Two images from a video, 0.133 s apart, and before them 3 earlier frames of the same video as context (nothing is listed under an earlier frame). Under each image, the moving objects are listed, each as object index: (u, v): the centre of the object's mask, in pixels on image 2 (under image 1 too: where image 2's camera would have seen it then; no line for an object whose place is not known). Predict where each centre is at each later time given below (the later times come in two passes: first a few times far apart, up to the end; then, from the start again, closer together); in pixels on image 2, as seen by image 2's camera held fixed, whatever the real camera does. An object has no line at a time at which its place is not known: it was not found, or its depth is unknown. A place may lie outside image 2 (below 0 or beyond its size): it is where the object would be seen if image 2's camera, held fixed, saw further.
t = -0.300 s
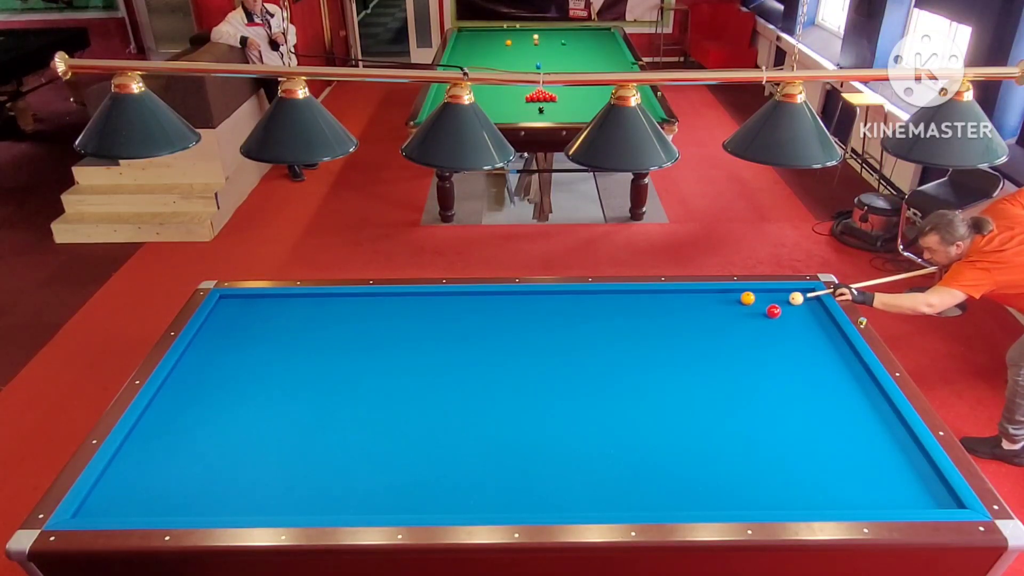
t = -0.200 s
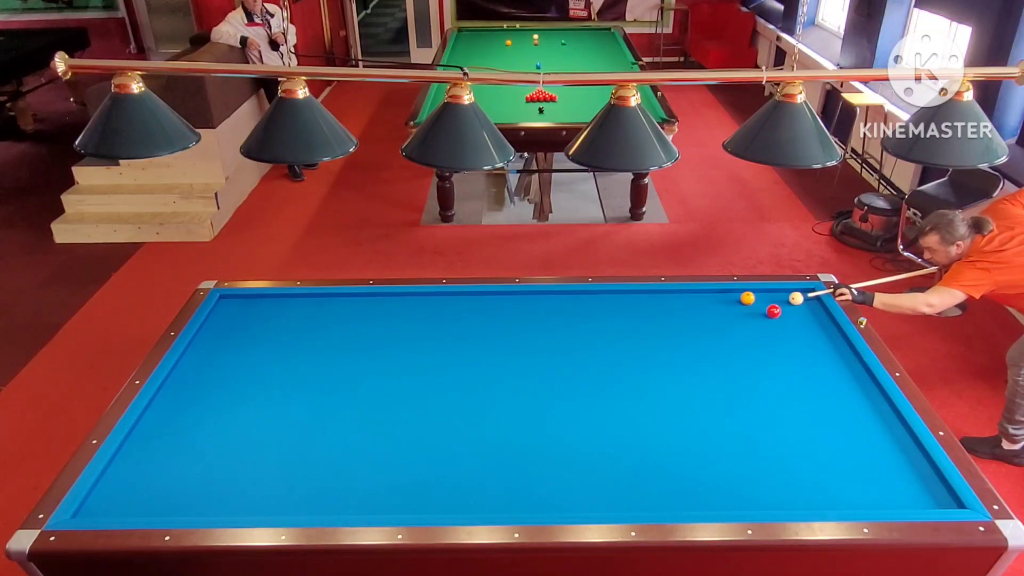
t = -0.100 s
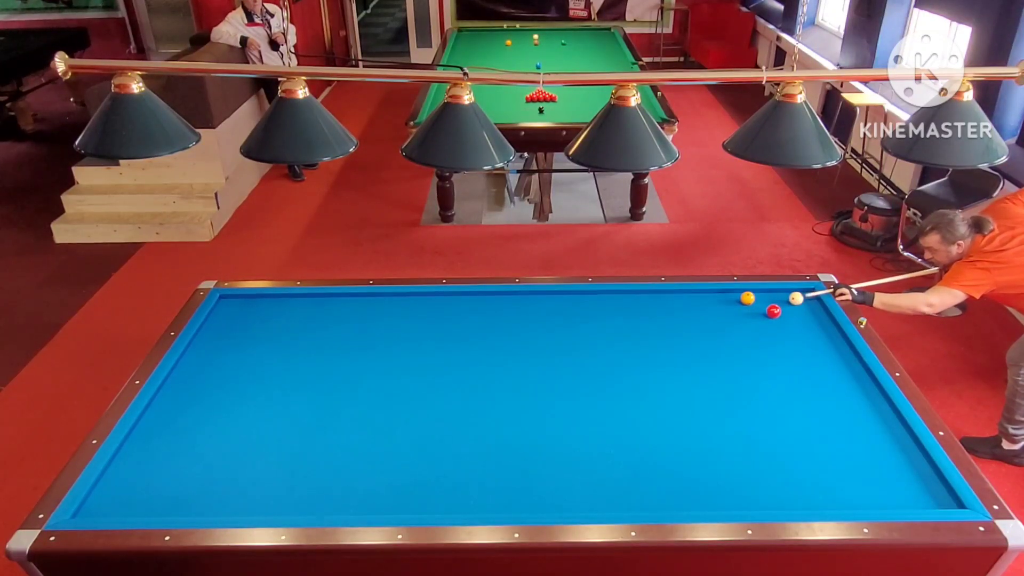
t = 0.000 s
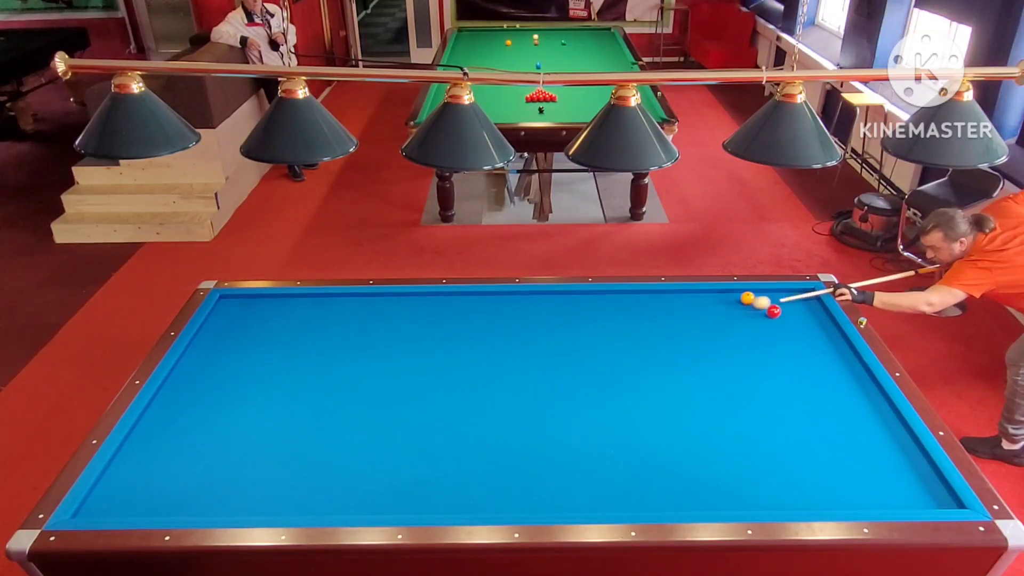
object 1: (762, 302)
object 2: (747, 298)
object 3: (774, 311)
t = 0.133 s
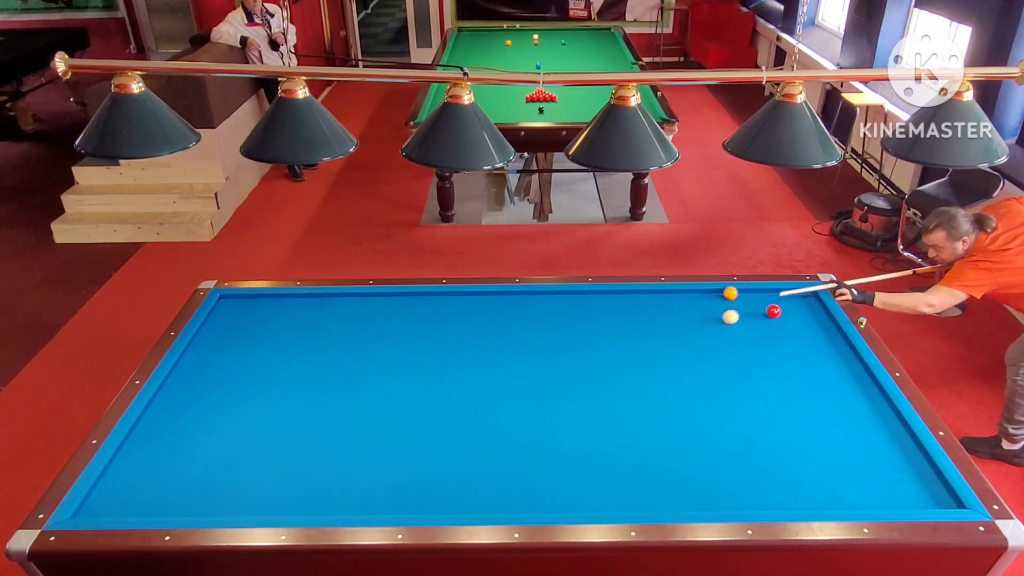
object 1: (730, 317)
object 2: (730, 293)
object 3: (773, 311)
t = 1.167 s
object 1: (408, 453)
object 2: (673, 326)
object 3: (773, 311)
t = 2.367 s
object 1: (175, 439)
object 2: (605, 363)
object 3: (773, 311)
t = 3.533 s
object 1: (358, 379)
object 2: (543, 399)
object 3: (773, 311)
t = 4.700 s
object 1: (494, 334)
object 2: (485, 432)
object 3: (773, 311)
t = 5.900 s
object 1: (602, 301)
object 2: (434, 460)
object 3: (773, 311)
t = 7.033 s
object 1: (681, 302)
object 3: (773, 311)
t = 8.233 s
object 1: (753, 312)
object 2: (379, 487)
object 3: (773, 311)
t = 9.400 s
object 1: (789, 326)
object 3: (790, 308)
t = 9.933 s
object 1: (801, 332)
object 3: (795, 306)
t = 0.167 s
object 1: (722, 320)
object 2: (728, 295)
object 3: (773, 311)
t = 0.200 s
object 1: (714, 324)
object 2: (726, 296)
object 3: (773, 311)
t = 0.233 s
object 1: (706, 327)
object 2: (725, 297)
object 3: (773, 311)
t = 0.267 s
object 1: (697, 331)
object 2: (723, 298)
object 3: (773, 311)
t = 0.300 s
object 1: (688, 335)
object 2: (721, 299)
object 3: (773, 311)
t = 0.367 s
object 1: (670, 342)
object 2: (717, 301)
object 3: (773, 311)
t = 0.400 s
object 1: (661, 346)
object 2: (715, 302)
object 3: (773, 311)
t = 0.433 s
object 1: (652, 350)
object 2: (714, 303)
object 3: (773, 311)
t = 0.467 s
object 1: (642, 354)
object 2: (712, 304)
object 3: (773, 311)
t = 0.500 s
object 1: (633, 358)
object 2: (710, 305)
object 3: (773, 311)
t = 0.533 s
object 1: (623, 362)
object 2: (708, 306)
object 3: (773, 311)
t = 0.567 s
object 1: (614, 367)
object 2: (706, 307)
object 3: (773, 311)
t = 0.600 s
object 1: (604, 371)
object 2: (704, 308)
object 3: (773, 311)
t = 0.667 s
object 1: (583, 379)
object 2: (701, 310)
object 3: (773, 311)
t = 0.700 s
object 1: (573, 384)
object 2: (699, 311)
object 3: (773, 311)
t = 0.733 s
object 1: (562, 388)
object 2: (697, 312)
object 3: (773, 311)
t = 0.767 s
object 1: (551, 393)
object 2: (695, 313)
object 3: (773, 311)
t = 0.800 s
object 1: (541, 397)
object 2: (693, 314)
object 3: (773, 311)
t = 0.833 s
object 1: (529, 402)
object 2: (691, 315)
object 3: (773, 311)
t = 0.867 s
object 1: (518, 407)
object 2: (689, 316)
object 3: (773, 311)
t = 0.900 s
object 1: (506, 412)
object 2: (688, 317)
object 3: (773, 311)
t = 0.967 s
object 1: (483, 422)
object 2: (684, 320)
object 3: (773, 311)
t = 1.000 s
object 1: (471, 427)
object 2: (682, 320)
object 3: (773, 311)
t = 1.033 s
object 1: (459, 432)
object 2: (680, 321)
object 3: (773, 311)
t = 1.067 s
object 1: (447, 437)
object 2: (678, 322)
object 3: (773, 311)
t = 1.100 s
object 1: (434, 443)
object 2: (676, 324)
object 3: (773, 311)
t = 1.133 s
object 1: (421, 448)
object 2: (674, 325)
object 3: (773, 311)
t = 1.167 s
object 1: (408, 453)
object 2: (673, 326)
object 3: (773, 311)
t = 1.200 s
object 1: (395, 459)
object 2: (671, 327)
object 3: (773, 311)
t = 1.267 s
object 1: (368, 470)
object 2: (667, 329)
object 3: (773, 311)
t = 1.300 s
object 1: (354, 476)
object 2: (665, 330)
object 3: (773, 311)
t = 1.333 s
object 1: (340, 482)
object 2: (663, 331)
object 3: (773, 311)
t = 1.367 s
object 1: (325, 488)
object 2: (661, 332)
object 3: (773, 311)
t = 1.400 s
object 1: (311, 494)
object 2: (660, 333)
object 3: (773, 311)
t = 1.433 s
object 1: (296, 501)
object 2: (658, 334)
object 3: (773, 311)
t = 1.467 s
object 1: (280, 507)
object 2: (656, 335)
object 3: (773, 311)
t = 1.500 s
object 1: (267, 508)
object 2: (654, 336)
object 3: (773, 311)
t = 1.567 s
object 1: (251, 500)
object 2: (650, 338)
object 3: (773, 311)
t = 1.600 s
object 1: (243, 496)
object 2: (648, 339)
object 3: (773, 311)
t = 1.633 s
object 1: (235, 493)
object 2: (646, 340)
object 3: (773, 311)
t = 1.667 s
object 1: (226, 489)
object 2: (645, 342)
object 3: (773, 311)
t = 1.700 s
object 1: (218, 486)
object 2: (643, 343)
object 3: (773, 311)
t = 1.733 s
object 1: (209, 484)
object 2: (641, 344)
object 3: (773, 311)
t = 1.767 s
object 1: (201, 481)
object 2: (639, 345)
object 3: (773, 311)
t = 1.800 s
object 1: (193, 478)
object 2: (637, 346)
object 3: (773, 311)
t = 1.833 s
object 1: (184, 476)
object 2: (635, 347)
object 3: (773, 311)
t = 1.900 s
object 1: (168, 471)
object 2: (632, 349)
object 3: (773, 311)
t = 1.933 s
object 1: (160, 468)
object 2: (630, 350)
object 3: (773, 311)
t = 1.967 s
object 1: (152, 466)
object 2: (628, 351)
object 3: (773, 311)
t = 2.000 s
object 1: (144, 463)
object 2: (626, 352)
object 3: (773, 311)
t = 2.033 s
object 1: (137, 461)
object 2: (624, 353)
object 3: (773, 311)
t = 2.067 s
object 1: (129, 458)
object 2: (622, 354)
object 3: (773, 311)
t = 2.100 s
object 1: (121, 456)
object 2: (620, 355)
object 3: (773, 311)
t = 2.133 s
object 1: (125, 454)
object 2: (619, 356)
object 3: (774, 311)
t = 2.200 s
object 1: (142, 449)
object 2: (615, 358)
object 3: (773, 311)
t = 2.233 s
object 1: (150, 447)
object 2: (613, 359)
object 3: (773, 311)
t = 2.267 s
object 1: (157, 445)
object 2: (611, 360)
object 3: (774, 311)
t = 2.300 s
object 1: (163, 443)
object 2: (609, 361)
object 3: (773, 311)
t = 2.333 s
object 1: (169, 441)
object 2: (607, 362)
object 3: (773, 311)
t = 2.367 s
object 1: (175, 439)
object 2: (605, 363)
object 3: (773, 311)
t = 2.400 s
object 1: (182, 437)
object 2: (604, 364)
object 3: (773, 311)
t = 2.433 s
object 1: (188, 435)
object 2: (602, 365)
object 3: (773, 311)
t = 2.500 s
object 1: (200, 431)
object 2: (598, 367)
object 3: (774, 311)
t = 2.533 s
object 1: (205, 429)
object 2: (596, 368)
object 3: (774, 311)
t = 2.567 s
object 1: (211, 427)
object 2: (594, 370)
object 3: (774, 311)
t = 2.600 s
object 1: (217, 425)
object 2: (593, 371)
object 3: (774, 311)
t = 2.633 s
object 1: (222, 423)
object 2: (591, 372)
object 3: (773, 311)
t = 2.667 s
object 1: (228, 421)
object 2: (589, 373)
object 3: (773, 311)
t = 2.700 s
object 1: (233, 420)
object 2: (587, 374)
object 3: (774, 311)
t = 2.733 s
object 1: (239, 418)
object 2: (585, 375)
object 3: (774, 311)
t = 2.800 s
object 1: (250, 414)
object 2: (582, 377)
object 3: (774, 311)
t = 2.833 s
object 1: (255, 412)
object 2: (580, 378)
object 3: (774, 311)
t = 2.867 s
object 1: (260, 411)
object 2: (578, 379)
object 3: (774, 311)
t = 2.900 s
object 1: (266, 409)
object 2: (576, 380)
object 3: (774, 311)
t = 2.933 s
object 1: (271, 407)
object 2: (575, 381)
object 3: (774, 311)
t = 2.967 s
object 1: (276, 405)
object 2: (573, 382)
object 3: (773, 311)
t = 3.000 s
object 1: (281, 404)
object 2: (571, 383)
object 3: (773, 311)
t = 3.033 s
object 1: (286, 402)
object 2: (569, 384)
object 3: (773, 311)
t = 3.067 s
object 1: (292, 401)
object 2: (567, 385)
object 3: (774, 311)
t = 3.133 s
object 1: (302, 397)
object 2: (564, 387)
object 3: (773, 311)
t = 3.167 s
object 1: (306, 396)
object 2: (562, 388)
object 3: (773, 311)
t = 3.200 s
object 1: (311, 394)
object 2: (560, 389)
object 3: (773, 311)
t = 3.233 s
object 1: (316, 393)
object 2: (558, 390)
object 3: (773, 311)
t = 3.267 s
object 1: (321, 391)
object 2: (557, 391)
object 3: (773, 311)
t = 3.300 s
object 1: (326, 389)
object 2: (555, 392)
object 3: (773, 311)
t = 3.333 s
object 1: (330, 388)
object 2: (553, 393)
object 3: (773, 311)
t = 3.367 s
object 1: (335, 386)
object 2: (551, 394)
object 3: (773, 311)
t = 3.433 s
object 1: (344, 383)
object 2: (548, 396)
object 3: (773, 311)
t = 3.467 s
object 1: (349, 382)
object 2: (546, 397)
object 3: (773, 311)
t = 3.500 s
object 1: (353, 380)
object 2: (544, 398)
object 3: (773, 311)
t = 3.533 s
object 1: (358, 379)
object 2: (543, 399)
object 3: (773, 311)
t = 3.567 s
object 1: (362, 377)
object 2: (541, 400)
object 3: (773, 311)
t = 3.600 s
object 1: (367, 376)
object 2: (539, 401)
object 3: (773, 311)
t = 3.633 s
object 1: (371, 374)
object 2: (537, 402)
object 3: (773, 311)
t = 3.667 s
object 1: (375, 373)
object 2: (536, 403)
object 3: (773, 311)
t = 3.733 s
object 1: (384, 370)
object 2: (532, 405)
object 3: (773, 311)
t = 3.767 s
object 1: (388, 369)
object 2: (531, 406)
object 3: (773, 311)
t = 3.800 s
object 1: (392, 367)
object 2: (529, 407)
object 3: (773, 311)
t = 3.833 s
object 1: (396, 366)
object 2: (527, 408)
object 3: (773, 311)
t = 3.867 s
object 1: (401, 365)
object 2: (525, 409)
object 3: (773, 311)
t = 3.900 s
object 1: (404, 363)
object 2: (524, 410)
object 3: (773, 311)
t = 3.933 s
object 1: (409, 362)
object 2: (522, 411)
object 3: (773, 311)
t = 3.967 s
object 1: (413, 360)
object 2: (520, 412)
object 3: (773, 311)
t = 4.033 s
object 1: (421, 358)
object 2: (517, 414)
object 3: (773, 311)
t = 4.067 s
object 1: (424, 357)
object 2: (515, 415)
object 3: (773, 311)
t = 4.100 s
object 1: (428, 355)
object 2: (513, 416)
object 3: (773, 311)
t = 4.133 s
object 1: (432, 354)
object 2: (512, 417)
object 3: (773, 311)
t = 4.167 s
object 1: (436, 353)
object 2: (510, 418)
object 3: (773, 311)
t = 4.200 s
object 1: (440, 352)
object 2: (508, 419)
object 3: (773, 311)
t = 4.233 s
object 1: (444, 350)
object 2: (507, 420)
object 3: (773, 311)
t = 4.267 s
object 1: (447, 349)
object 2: (505, 421)
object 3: (773, 311)
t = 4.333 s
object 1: (455, 347)
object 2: (502, 423)
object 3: (773, 311)
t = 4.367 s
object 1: (459, 346)
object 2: (500, 423)
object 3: (773, 311)
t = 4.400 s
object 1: (462, 344)
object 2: (499, 424)
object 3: (773, 311)
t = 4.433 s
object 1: (466, 343)
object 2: (497, 425)
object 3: (773, 311)
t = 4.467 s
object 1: (469, 342)
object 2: (495, 426)
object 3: (773, 311)
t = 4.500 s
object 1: (473, 341)
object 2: (494, 427)
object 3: (773, 311)
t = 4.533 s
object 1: (477, 340)
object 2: (492, 428)
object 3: (773, 311)
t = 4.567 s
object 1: (480, 339)
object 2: (491, 429)
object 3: (773, 311)
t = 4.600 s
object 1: (484, 337)
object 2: (489, 429)
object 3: (773, 311)
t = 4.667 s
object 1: (490, 335)
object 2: (486, 431)
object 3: (773, 311)
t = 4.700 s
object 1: (494, 334)
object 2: (485, 432)
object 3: (773, 311)
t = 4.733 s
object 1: (497, 333)
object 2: (483, 433)
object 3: (773, 311)
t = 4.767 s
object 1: (501, 332)
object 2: (482, 434)
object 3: (773, 311)
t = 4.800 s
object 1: (504, 331)
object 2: (480, 435)
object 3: (773, 311)
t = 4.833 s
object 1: (507, 330)
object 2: (478, 436)
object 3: (773, 311)
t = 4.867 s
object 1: (510, 329)
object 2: (477, 436)
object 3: (773, 311)
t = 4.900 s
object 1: (514, 328)
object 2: (475, 437)
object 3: (773, 311)
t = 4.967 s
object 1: (520, 326)
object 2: (472, 439)
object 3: (773, 311)
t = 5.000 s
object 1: (523, 325)
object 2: (471, 440)
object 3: (773, 311)
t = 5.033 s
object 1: (527, 324)
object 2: (470, 441)
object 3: (773, 311)
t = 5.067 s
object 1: (530, 323)
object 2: (468, 441)
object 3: (773, 311)
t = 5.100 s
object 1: (533, 322)
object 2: (467, 442)
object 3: (773, 311)
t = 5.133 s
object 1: (536, 321)
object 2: (465, 443)
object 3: (773, 311)
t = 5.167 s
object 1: (539, 320)
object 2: (464, 444)
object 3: (773, 311)
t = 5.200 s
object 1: (542, 319)
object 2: (462, 445)
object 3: (773, 311)
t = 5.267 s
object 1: (548, 317)
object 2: (459, 447)
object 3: (773, 311)
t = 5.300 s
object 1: (551, 316)
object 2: (458, 447)
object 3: (773, 311)
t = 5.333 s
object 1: (554, 315)
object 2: (456, 448)
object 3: (773, 311)
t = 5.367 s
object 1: (557, 314)
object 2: (455, 449)
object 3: (773, 311)
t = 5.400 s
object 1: (560, 313)
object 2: (454, 450)
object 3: (773, 311)
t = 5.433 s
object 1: (563, 312)
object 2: (453, 450)
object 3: (773, 311)
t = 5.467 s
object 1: (566, 312)
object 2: (451, 451)
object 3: (773, 311)
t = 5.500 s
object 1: (569, 311)
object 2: (450, 452)
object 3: (773, 311)
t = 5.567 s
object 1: (574, 309)
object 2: (447, 453)
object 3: (773, 311)
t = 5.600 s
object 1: (577, 308)
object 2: (446, 454)
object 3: (773, 311)
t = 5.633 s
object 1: (580, 307)
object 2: (444, 455)
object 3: (773, 311)
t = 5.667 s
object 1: (583, 306)
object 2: (443, 456)
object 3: (773, 311)
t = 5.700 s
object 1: (586, 306)
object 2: (442, 456)
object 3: (773, 311)
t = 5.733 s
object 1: (588, 305)
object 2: (441, 457)
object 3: (773, 311)
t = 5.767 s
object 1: (591, 304)
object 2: (439, 458)
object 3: (773, 311)
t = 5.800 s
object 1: (593, 303)
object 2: (438, 458)
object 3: (773, 311)
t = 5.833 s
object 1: (596, 302)
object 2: (437, 459)
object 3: (773, 311)
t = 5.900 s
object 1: (602, 301)
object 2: (434, 460)
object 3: (773, 311)
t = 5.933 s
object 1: (604, 300)
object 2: (433, 461)
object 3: (773, 311)
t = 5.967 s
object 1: (607, 299)
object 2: (432, 462)
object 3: (773, 311)
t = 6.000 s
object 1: (609, 298)
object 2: (430, 462)
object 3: (773, 311)
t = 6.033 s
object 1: (612, 297)
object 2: (429, 463)
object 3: (773, 311)
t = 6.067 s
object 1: (615, 297)
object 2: (428, 464)
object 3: (773, 311)
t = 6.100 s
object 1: (617, 296)
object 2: (427, 464)
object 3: (773, 311)
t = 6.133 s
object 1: (620, 295)
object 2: (426, 465)
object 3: (773, 311)
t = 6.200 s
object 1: (625, 293)
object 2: (424, 466)
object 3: (773, 311)
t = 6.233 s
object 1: (627, 293)
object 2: (422, 467)
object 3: (773, 311)
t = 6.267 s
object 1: (629, 293)
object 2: (421, 467)
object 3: (773, 311)
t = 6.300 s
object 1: (632, 294)
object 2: (420, 468)
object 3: (773, 311)
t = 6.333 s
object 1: (634, 294)
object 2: (419, 468)
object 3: (773, 311)
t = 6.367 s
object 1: (636, 294)
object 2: (418, 469)
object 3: (773, 311)
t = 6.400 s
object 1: (639, 295)
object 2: (417, 469)
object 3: (773, 311)
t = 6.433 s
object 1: (641, 295)
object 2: (416, 470)
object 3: (773, 311)
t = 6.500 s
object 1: (645, 296)
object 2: (414, 471)
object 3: (773, 311)
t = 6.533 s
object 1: (648, 296)
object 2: (413, 471)
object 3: (773, 311)
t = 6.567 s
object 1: (650, 297)
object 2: (412, 472)
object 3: (773, 311)
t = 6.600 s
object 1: (652, 297)
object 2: (411, 473)
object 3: (773, 311)
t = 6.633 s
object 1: (654, 297)
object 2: (410, 473)
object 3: (773, 311)
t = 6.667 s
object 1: (657, 298)
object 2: (409, 473)
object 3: (773, 311)
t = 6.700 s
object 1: (659, 298)
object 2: (408, 474)
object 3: (773, 311)
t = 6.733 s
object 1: (661, 298)
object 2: (407, 474)
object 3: (773, 311)
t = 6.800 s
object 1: (666, 299)
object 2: (406, 475)
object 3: (773, 311)
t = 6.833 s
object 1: (668, 300)
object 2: (404, 476)
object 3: (773, 311)
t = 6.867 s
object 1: (670, 300)
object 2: (403, 474)
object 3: (773, 311)
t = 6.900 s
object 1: (672, 300)
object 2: (401, 472)
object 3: (773, 311)
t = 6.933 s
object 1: (674, 301)
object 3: (773, 311)
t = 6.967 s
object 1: (677, 301)
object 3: (773, 311)
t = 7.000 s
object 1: (679, 301)
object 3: (773, 311)
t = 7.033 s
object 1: (681, 302)
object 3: (773, 311)
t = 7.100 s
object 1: (685, 302)
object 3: (773, 311)
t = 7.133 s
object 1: (687, 302)
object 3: (773, 311)
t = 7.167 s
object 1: (690, 303)
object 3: (773, 311)
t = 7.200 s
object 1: (692, 303)
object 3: (774, 311)
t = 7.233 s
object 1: (694, 303)
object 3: (773, 311)
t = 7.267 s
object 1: (696, 304)
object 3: (773, 311)
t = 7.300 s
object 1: (698, 304)
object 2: (397, 478)
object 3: (773, 311)
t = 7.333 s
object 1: (700, 304)
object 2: (395, 479)
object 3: (773, 311)
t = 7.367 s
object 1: (702, 305)
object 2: (393, 481)
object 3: (773, 311)
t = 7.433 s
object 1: (706, 305)
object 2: (391, 482)
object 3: (773, 311)
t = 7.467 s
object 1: (708, 305)
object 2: (390, 482)
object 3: (773, 311)
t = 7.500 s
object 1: (710, 306)
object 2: (389, 483)
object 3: (773, 311)
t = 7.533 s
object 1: (712, 306)
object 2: (389, 483)
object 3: (773, 311)
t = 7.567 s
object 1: (714, 307)
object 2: (388, 483)
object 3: (773, 311)
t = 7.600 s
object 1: (716, 307)
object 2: (388, 484)
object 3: (773, 311)
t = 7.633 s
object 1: (718, 307)
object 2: (387, 484)
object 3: (773, 311)
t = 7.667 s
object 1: (720, 307)
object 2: (386, 484)
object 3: (773, 311)
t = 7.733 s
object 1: (724, 308)
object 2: (385, 485)
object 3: (773, 311)
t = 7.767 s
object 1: (726, 308)
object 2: (385, 485)
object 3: (774, 311)
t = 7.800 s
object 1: (728, 309)
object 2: (384, 485)
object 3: (773, 311)
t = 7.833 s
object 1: (730, 309)
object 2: (384, 485)
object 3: (773, 311)
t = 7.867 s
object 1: (732, 309)
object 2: (383, 485)
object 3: (773, 311)
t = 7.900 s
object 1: (734, 310)
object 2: (383, 486)
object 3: (774, 311)
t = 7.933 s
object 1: (736, 310)
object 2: (382, 486)
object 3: (773, 311)
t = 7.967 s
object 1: (738, 310)
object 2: (382, 486)
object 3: (773, 311)
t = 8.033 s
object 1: (742, 311)
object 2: (381, 486)
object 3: (773, 311)
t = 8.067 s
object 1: (743, 311)
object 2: (380, 486)
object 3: (773, 311)
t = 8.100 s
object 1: (745, 311)
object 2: (380, 486)
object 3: (773, 311)
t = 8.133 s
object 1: (747, 312)
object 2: (380, 486)
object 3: (773, 311)
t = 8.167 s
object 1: (749, 312)
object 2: (379, 487)
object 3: (773, 311)
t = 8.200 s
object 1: (751, 312)
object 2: (379, 487)
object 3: (773, 311)
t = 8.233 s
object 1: (753, 312)
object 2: (379, 487)
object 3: (773, 311)
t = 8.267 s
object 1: (755, 313)
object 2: (378, 487)
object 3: (773, 311)
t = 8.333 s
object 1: (758, 313)
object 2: (378, 487)
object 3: (774, 311)
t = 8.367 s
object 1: (760, 314)
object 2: (377, 487)
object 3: (774, 311)
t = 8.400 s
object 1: (762, 314)
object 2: (377, 487)
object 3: (775, 311)
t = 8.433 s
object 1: (763, 314)
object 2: (377, 487)
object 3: (775, 311)
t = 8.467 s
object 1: (764, 315)
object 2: (377, 487)
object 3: (776, 310)
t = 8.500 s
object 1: (765, 315)
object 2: (377, 487)
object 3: (777, 310)
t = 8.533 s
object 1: (766, 316)
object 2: (376, 487)
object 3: (777, 310)
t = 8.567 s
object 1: (767, 316)
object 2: (376, 487)
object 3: (778, 310)
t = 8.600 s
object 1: (768, 317)
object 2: (376, 487)
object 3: (778, 310)
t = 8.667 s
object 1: (770, 317)
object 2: (376, 487)
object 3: (779, 309)
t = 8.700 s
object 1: (771, 318)
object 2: (376, 487)
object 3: (780, 309)
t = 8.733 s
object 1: (772, 318)
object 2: (376, 487)
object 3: (780, 309)
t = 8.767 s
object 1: (773, 319)
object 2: (375, 487)
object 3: (781, 309)
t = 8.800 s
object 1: (774, 319)
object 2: (375, 487)
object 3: (781, 309)
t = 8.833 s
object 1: (775, 320)
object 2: (375, 487)
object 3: (782, 309)
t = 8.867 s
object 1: (775, 320)
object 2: (375, 487)
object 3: (782, 309)
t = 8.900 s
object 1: (777, 321)
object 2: (375, 487)
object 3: (783, 309)
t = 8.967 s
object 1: (778, 321)
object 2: (375, 487)
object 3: (784, 309)
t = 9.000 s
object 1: (779, 322)
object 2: (375, 487)
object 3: (784, 309)
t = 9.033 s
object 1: (780, 322)
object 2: (375, 487)
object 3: (785, 309)
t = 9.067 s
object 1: (781, 323)
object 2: (375, 487)
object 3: (785, 308)
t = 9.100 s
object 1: (782, 323)
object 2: (375, 487)
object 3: (786, 308)
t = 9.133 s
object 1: (783, 323)
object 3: (786, 308)
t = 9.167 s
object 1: (783, 324)
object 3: (787, 308)
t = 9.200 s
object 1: (784, 324)
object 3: (787, 308)
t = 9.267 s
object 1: (786, 325)
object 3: (788, 308)
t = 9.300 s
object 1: (787, 325)
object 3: (789, 308)
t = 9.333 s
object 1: (788, 325)
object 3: (789, 308)
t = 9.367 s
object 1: (788, 326)
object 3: (790, 308)
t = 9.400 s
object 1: (789, 326)
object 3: (790, 308)
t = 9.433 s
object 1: (790, 327)
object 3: (790, 307)
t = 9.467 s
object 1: (791, 327)
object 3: (791, 307)
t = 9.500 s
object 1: (792, 327)
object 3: (791, 307)
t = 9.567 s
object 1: (793, 328)
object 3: (792, 307)
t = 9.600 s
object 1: (794, 328)
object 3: (792, 307)
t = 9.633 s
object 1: (794, 329)
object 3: (793, 307)
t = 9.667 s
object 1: (795, 329)
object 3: (793, 307)
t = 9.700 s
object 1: (796, 329)
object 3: (794, 307)
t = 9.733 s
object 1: (797, 330)
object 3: (794, 307)
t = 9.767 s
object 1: (798, 330)
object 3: (794, 307)
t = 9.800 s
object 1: (798, 330)
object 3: (794, 306)
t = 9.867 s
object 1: (800, 331)
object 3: (795, 307)
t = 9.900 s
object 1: (800, 331)
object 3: (795, 306)
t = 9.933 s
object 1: (801, 332)
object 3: (795, 306)
